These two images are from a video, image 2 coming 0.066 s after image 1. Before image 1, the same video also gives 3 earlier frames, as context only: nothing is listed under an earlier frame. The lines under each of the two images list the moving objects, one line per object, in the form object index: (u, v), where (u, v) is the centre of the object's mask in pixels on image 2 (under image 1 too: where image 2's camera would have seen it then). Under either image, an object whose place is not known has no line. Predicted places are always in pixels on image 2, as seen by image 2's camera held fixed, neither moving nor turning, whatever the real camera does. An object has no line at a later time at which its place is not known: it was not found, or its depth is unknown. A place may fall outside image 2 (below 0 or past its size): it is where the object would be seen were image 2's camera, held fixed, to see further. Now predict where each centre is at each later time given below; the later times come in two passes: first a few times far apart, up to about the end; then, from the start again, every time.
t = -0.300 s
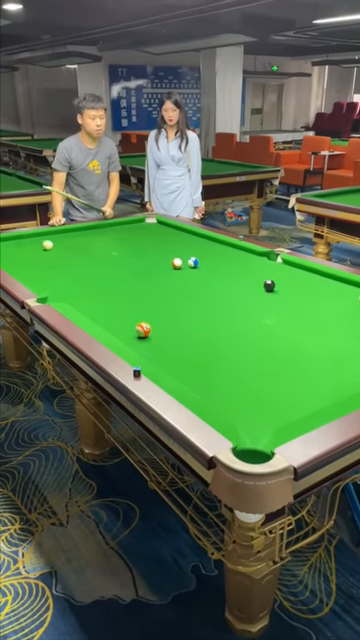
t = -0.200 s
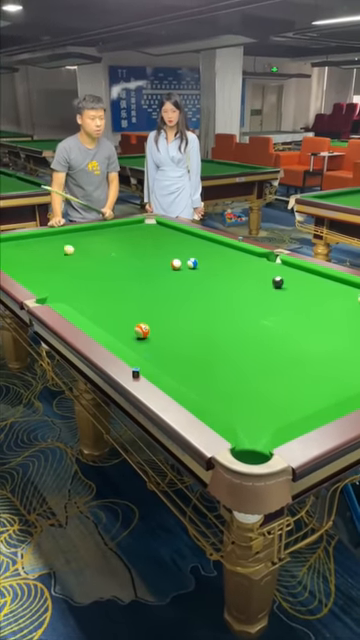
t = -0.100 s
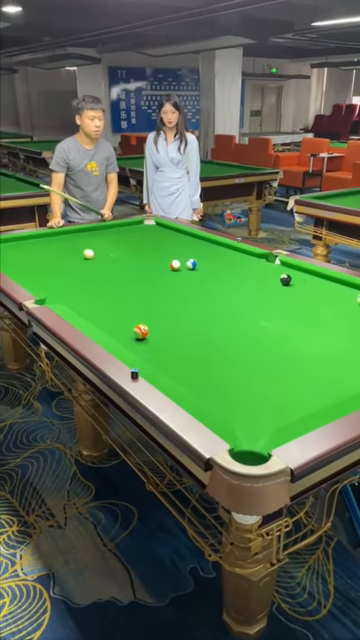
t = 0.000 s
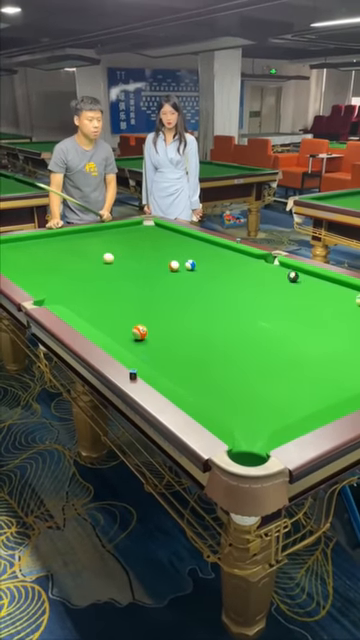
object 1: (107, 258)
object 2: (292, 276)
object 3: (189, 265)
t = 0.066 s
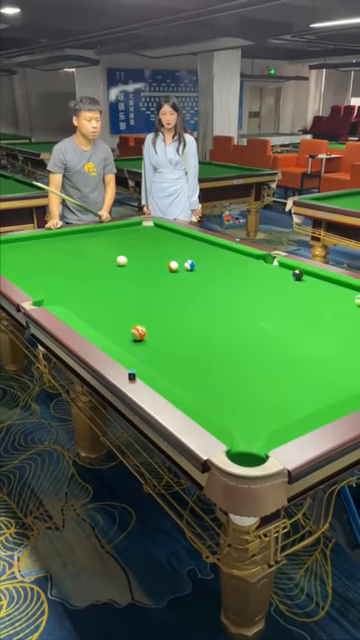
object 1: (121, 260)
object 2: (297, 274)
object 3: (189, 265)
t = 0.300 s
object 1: (164, 268)
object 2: (288, 274)
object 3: (192, 265)
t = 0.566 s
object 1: (186, 281)
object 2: (267, 276)
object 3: (226, 263)
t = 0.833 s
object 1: (211, 296)
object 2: (245, 278)
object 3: (256, 260)
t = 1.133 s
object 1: (243, 315)
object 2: (222, 282)
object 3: (259, 258)
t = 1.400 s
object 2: (203, 284)
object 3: (242, 255)
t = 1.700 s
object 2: (182, 287)
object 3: (226, 253)
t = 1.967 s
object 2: (164, 289)
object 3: (213, 250)
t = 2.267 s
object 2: (146, 293)
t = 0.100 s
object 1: (129, 261)
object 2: (300, 273)
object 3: (189, 265)
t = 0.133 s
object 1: (136, 262)
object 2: (302, 272)
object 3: (189, 265)
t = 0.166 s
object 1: (143, 263)
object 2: (300, 272)
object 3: (189, 265)
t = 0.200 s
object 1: (151, 264)
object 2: (297, 272)
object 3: (189, 265)
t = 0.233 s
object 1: (158, 265)
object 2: (294, 273)
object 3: (189, 265)
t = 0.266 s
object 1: (163, 267)
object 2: (291, 273)
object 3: (189, 265)
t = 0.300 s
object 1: (164, 268)
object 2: (288, 274)
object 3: (192, 265)
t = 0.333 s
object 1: (166, 270)
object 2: (286, 274)
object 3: (197, 265)
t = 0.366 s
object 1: (168, 272)
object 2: (283, 274)
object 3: (202, 264)
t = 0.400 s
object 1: (171, 273)
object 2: (281, 275)
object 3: (206, 264)
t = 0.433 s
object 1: (174, 275)
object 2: (278, 275)
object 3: (210, 264)
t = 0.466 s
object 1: (177, 276)
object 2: (275, 275)
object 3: (214, 264)
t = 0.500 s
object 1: (180, 278)
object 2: (272, 276)
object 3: (218, 263)
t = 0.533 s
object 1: (183, 280)
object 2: (270, 276)
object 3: (222, 263)
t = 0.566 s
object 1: (186, 281)
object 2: (267, 276)
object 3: (226, 263)
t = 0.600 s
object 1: (189, 283)
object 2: (264, 277)
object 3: (230, 263)
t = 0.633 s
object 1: (192, 285)
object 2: (261, 276)
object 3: (233, 262)
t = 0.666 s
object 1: (194, 287)
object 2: (259, 277)
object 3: (237, 262)
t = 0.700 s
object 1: (198, 288)
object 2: (256, 277)
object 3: (241, 261)
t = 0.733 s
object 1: (201, 290)
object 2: (253, 278)
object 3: (245, 261)
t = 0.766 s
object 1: (204, 292)
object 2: (250, 278)
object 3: (248, 261)
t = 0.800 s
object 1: (207, 294)
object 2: (248, 278)
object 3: (252, 261)
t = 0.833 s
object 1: (211, 296)
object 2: (245, 278)
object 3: (256, 260)
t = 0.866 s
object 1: (214, 298)
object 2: (243, 279)
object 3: (260, 260)
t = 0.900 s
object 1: (217, 300)
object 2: (240, 279)
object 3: (263, 260)
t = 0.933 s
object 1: (221, 302)
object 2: (238, 280)
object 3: (267, 260)
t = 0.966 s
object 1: (224, 304)
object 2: (235, 280)
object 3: (270, 260)
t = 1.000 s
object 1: (228, 306)
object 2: (232, 280)
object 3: (268, 259)
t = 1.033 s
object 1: (232, 308)
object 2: (230, 280)
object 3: (266, 259)
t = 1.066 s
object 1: (235, 310)
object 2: (227, 281)
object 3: (264, 258)
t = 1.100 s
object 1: (239, 312)
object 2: (225, 281)
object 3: (261, 258)
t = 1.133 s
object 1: (243, 315)
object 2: (222, 282)
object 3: (259, 258)
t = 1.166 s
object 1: (247, 317)
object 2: (220, 282)
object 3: (257, 258)
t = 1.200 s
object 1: (251, 320)
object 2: (217, 282)
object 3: (254, 257)
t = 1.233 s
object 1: (255, 322)
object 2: (215, 283)
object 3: (252, 257)
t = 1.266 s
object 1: (259, 324)
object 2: (213, 283)
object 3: (251, 257)
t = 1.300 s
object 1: (263, 327)
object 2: (210, 283)
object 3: (248, 256)
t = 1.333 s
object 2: (208, 283)
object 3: (246, 256)
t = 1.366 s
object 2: (205, 284)
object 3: (244, 256)
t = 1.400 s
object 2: (203, 284)
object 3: (242, 255)
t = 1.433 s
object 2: (201, 284)
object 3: (240, 255)
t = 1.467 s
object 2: (198, 284)
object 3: (238, 254)
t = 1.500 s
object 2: (196, 285)
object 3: (237, 254)
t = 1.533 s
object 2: (194, 285)
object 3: (235, 254)
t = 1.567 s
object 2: (191, 285)
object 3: (233, 254)
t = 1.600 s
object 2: (189, 286)
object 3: (231, 253)
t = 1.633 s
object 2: (187, 286)
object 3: (229, 253)
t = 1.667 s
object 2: (185, 286)
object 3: (227, 253)
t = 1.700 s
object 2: (182, 287)
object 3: (226, 253)
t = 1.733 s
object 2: (180, 287)
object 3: (224, 252)
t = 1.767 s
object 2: (177, 287)
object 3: (222, 252)
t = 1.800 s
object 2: (175, 288)
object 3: (221, 252)
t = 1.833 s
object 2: (173, 288)
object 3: (220, 251)
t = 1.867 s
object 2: (171, 288)
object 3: (218, 251)
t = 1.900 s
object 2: (169, 288)
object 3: (216, 251)
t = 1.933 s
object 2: (167, 288)
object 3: (215, 251)
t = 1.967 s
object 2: (164, 289)
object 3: (213, 250)
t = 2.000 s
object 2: (162, 289)
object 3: (212, 250)
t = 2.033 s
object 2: (160, 289)
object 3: (210, 250)
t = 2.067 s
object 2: (158, 290)
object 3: (209, 250)
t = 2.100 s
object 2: (157, 290)
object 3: (208, 249)
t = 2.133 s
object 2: (154, 290)
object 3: (206, 249)
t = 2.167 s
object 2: (152, 291)
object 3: (205, 249)
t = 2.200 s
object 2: (150, 291)
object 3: (204, 249)
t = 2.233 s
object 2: (148, 291)
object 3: (202, 248)
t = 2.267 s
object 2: (146, 293)
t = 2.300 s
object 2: (145, 294)
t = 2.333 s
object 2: (142, 295)
